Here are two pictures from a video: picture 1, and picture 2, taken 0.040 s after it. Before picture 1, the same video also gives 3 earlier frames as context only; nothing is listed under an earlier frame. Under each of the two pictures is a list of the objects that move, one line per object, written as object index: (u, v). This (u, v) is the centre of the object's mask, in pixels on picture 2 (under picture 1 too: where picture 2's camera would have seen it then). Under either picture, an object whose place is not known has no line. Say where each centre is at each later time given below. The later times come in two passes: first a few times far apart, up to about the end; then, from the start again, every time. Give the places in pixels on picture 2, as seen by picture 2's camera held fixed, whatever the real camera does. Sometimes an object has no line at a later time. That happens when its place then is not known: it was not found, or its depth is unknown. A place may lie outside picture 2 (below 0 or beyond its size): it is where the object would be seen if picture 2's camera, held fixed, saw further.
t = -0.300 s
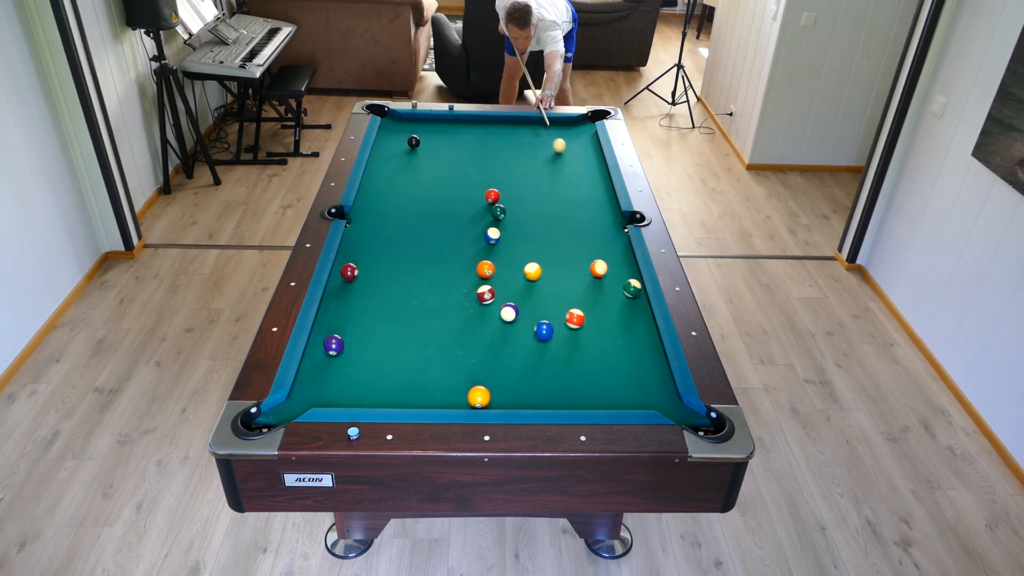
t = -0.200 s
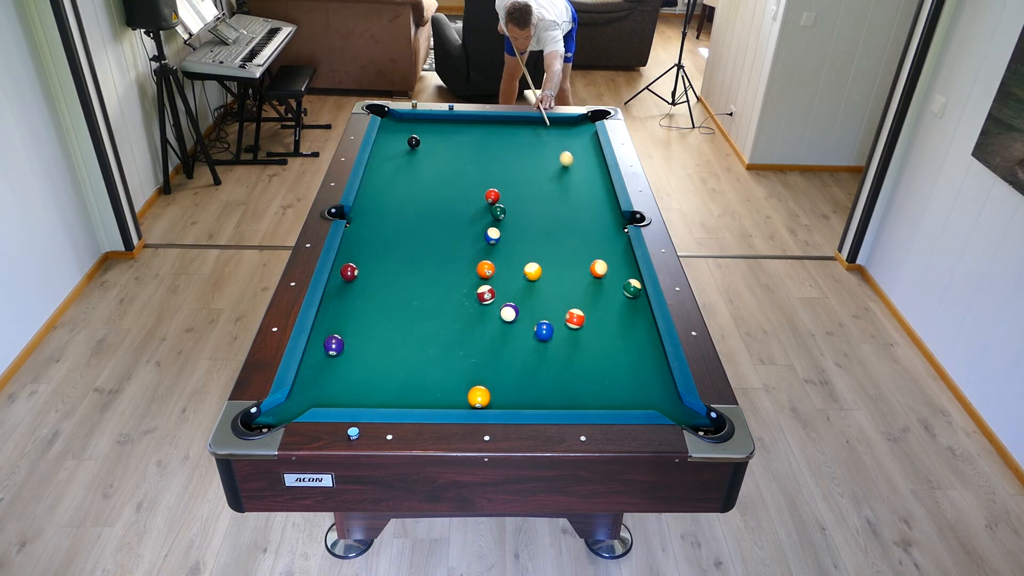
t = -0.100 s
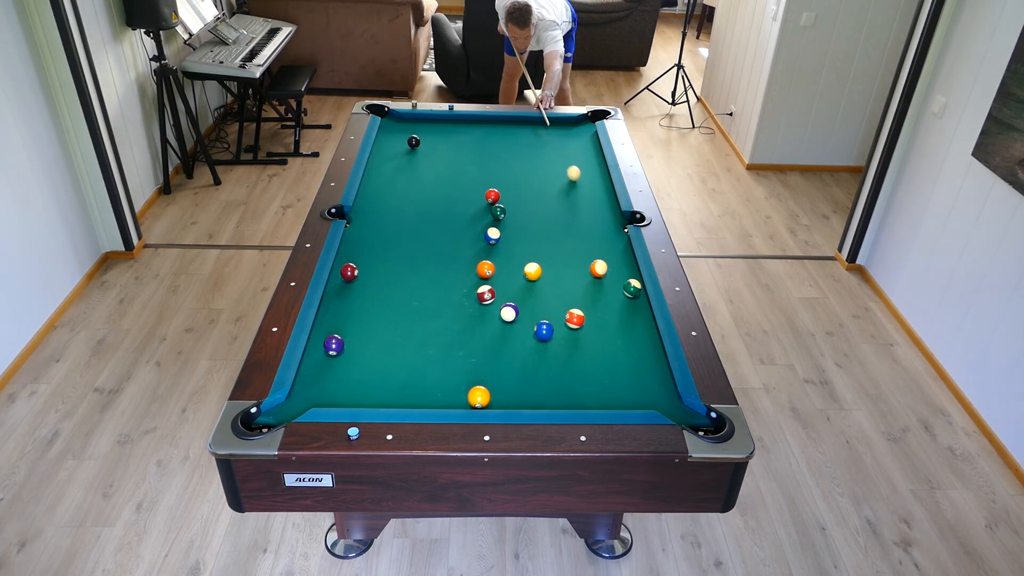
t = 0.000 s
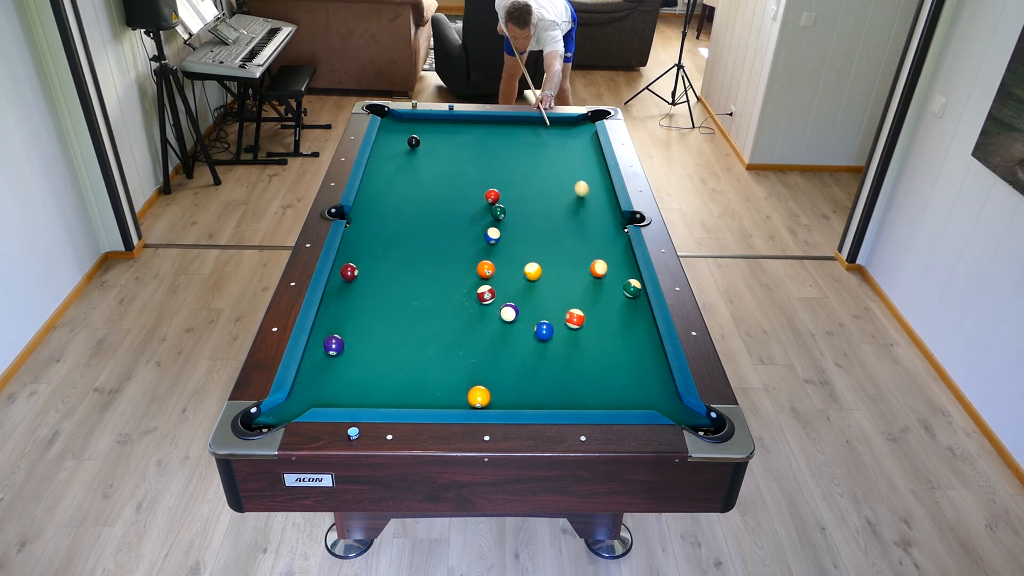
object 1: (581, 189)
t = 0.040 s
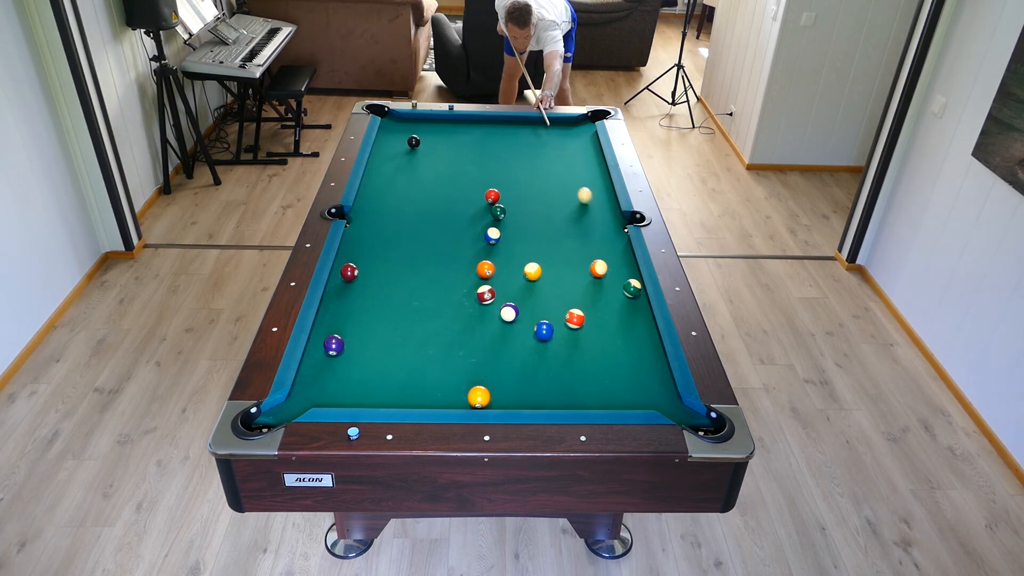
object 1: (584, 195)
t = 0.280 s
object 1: (607, 239)
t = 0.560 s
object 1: (627, 280)
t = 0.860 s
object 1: (634, 298)
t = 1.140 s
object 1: (640, 315)
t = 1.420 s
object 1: (646, 331)
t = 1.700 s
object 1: (649, 337)
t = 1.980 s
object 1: (638, 333)
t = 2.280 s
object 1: (628, 329)
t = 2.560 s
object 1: (620, 326)
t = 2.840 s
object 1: (614, 324)
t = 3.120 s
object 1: (610, 323)
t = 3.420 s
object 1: (607, 323)
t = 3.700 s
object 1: (606, 323)
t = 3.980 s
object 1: (606, 323)
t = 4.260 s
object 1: (606, 323)
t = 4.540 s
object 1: (606, 323)
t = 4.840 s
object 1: (606, 323)
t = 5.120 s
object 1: (606, 323)
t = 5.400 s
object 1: (606, 323)
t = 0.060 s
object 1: (586, 199)
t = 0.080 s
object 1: (588, 202)
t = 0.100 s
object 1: (590, 205)
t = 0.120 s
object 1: (591, 209)
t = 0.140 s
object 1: (593, 212)
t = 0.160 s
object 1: (595, 216)
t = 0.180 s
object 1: (597, 220)
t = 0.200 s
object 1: (599, 223)
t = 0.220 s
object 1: (601, 227)
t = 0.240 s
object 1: (603, 231)
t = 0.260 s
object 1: (605, 235)
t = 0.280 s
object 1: (607, 239)
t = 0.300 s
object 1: (609, 243)
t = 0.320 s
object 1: (611, 247)
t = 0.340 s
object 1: (613, 251)
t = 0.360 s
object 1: (615, 255)
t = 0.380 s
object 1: (617, 260)
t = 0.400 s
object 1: (620, 264)
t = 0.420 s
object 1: (622, 268)
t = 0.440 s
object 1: (624, 272)
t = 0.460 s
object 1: (625, 276)
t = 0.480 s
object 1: (626, 278)
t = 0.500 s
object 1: (626, 279)
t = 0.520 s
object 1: (627, 279)
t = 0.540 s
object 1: (627, 280)
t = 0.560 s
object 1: (627, 280)
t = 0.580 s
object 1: (627, 281)
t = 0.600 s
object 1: (628, 282)
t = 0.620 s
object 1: (628, 283)
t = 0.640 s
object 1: (629, 285)
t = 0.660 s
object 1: (629, 286)
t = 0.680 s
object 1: (630, 287)
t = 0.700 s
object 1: (630, 288)
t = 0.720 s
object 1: (631, 290)
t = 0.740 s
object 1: (631, 291)
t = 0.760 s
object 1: (632, 292)
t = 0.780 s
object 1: (632, 293)
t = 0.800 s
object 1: (633, 294)
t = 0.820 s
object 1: (633, 296)
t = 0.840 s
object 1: (633, 297)
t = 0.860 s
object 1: (634, 298)
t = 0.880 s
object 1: (635, 299)
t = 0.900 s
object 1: (635, 300)
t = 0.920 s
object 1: (635, 302)
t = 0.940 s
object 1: (636, 303)
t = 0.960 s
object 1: (636, 304)
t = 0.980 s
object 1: (637, 305)
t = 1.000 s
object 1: (637, 306)
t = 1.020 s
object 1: (638, 308)
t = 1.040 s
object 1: (638, 309)
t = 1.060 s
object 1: (638, 310)
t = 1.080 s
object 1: (639, 311)
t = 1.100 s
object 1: (639, 312)
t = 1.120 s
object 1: (640, 314)
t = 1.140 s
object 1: (640, 315)
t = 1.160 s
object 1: (641, 316)
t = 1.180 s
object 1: (641, 317)
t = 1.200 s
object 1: (641, 318)
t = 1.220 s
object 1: (642, 320)
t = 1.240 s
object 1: (642, 321)
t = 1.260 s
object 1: (643, 322)
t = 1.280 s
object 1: (643, 323)
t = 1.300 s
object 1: (644, 324)
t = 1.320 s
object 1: (644, 325)
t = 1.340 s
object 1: (645, 326)
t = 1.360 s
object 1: (645, 328)
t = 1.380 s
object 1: (645, 329)
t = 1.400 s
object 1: (646, 330)
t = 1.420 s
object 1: (646, 331)
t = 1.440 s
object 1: (646, 332)
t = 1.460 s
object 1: (647, 333)
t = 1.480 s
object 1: (647, 335)
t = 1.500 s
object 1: (647, 336)
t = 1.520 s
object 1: (648, 337)
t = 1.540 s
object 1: (648, 338)
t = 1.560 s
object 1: (649, 338)
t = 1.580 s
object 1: (650, 338)
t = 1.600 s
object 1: (651, 339)
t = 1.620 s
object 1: (652, 339)
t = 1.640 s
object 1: (652, 338)
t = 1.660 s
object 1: (651, 338)
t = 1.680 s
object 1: (650, 338)
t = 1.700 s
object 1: (649, 337)
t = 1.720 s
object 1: (648, 337)
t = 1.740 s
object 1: (647, 337)
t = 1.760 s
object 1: (646, 337)
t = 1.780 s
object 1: (645, 336)
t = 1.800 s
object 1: (644, 336)
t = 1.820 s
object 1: (644, 336)
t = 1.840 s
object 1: (643, 335)
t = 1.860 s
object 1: (642, 335)
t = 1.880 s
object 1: (641, 335)
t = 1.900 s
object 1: (641, 334)
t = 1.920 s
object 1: (640, 334)
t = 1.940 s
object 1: (639, 334)
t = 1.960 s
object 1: (638, 333)
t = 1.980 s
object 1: (638, 333)
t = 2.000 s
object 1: (637, 333)
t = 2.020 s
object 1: (636, 333)
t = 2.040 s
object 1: (635, 332)
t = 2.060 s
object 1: (635, 332)
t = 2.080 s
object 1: (634, 332)
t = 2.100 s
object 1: (633, 331)
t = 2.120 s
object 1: (633, 331)
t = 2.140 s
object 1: (632, 331)
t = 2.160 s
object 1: (631, 331)
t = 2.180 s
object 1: (631, 330)
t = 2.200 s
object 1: (630, 330)
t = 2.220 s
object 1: (629, 330)
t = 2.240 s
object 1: (629, 330)
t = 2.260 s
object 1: (628, 330)
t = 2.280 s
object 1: (628, 329)
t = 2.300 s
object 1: (627, 329)
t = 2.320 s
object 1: (627, 329)
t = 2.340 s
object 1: (626, 329)
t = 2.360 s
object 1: (625, 328)
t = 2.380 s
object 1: (625, 328)
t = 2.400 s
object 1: (624, 328)
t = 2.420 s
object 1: (624, 328)
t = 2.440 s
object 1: (623, 328)
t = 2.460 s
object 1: (623, 327)
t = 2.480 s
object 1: (622, 327)
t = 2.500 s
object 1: (621, 327)
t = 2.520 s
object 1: (621, 327)
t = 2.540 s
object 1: (621, 327)
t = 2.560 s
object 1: (620, 326)
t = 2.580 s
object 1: (620, 326)
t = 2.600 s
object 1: (619, 326)
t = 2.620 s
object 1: (619, 326)
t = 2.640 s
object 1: (618, 326)
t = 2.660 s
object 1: (618, 326)
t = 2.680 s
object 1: (617, 325)
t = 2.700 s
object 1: (617, 325)
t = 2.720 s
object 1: (616, 325)
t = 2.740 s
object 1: (616, 325)
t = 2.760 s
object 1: (616, 325)
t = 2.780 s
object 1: (615, 325)
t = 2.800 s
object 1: (615, 325)
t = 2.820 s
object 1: (614, 325)
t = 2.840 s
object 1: (614, 324)
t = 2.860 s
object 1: (614, 324)
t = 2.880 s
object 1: (613, 324)
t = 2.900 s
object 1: (613, 324)
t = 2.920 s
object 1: (613, 324)
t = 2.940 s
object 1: (612, 324)
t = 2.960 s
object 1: (612, 324)
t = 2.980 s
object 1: (612, 324)
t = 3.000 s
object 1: (611, 324)
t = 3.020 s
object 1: (611, 324)
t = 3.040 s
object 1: (611, 324)
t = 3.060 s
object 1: (610, 323)
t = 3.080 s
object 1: (610, 323)
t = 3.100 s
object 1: (610, 323)
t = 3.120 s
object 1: (610, 323)
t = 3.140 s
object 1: (609, 323)
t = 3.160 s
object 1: (609, 323)
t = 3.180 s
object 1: (609, 323)
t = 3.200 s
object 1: (609, 323)
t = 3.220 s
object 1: (608, 323)
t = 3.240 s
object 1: (608, 323)
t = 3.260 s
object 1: (608, 323)
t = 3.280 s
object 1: (608, 323)
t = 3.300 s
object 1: (608, 323)
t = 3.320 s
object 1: (607, 323)
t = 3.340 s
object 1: (607, 323)
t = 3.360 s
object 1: (607, 323)
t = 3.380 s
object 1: (607, 323)
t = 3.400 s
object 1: (607, 323)
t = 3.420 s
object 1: (607, 323)
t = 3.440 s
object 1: (607, 323)
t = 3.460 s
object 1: (606, 323)
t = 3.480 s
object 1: (606, 323)
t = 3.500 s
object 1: (606, 323)
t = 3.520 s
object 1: (606, 323)
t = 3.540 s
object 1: (606, 323)
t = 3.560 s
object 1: (606, 323)
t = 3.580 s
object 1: (606, 323)
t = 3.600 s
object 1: (606, 323)
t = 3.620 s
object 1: (606, 323)
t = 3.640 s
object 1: (606, 323)
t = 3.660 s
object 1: (606, 323)
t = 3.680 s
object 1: (606, 323)
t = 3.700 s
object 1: (606, 323)
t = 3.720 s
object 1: (606, 323)
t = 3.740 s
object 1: (606, 323)
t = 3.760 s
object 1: (606, 323)
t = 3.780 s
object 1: (606, 323)
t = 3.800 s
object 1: (606, 323)
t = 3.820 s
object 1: (606, 323)
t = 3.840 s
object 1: (606, 323)
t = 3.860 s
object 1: (606, 323)
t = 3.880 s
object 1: (606, 323)
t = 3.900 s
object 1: (606, 323)
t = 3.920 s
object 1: (606, 323)
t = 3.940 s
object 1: (606, 323)
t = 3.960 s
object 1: (606, 323)
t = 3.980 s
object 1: (606, 323)
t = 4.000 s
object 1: (606, 323)
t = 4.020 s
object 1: (606, 323)
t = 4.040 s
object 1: (606, 323)
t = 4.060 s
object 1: (606, 323)
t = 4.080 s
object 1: (606, 323)
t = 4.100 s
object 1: (606, 323)
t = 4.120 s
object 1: (606, 323)
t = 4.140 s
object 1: (606, 323)
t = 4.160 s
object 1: (606, 323)
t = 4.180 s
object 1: (606, 323)
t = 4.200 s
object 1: (606, 323)
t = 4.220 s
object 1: (606, 323)
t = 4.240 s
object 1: (606, 323)
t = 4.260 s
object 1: (606, 323)
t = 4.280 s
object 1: (606, 323)
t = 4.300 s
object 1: (606, 323)
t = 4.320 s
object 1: (606, 323)
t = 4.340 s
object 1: (606, 323)
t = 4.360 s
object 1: (606, 323)
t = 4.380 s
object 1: (606, 323)
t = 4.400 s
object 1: (606, 323)
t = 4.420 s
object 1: (606, 323)
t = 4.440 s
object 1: (606, 323)
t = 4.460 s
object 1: (606, 323)
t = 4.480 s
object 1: (606, 323)
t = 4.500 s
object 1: (606, 323)
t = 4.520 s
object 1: (606, 323)
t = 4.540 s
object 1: (606, 323)
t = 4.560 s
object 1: (606, 323)
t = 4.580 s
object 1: (606, 323)
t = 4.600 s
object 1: (606, 323)
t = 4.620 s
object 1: (606, 323)
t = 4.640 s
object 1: (606, 323)
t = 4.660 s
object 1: (606, 323)
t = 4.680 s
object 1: (606, 323)
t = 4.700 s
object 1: (606, 323)
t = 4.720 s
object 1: (606, 323)
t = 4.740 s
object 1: (606, 323)
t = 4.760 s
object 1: (606, 323)
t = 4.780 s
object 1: (606, 323)
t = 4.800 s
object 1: (606, 323)
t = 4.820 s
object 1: (606, 323)
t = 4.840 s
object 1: (606, 323)
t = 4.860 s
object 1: (606, 323)
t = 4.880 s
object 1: (606, 323)
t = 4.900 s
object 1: (606, 323)
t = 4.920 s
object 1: (606, 323)
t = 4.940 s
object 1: (606, 323)
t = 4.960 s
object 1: (606, 323)
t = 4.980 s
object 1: (606, 323)
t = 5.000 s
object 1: (606, 323)
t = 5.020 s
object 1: (606, 323)
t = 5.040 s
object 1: (606, 323)
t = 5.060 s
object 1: (606, 323)
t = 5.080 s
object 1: (606, 323)
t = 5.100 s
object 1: (606, 323)
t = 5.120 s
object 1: (606, 323)
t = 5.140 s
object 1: (606, 323)
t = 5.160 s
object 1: (606, 323)
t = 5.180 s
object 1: (606, 323)
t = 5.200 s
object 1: (606, 323)
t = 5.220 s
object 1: (606, 323)
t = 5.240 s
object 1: (606, 323)
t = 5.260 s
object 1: (606, 323)
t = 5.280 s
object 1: (606, 323)
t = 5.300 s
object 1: (606, 323)
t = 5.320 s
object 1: (606, 323)
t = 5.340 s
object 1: (606, 323)
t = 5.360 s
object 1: (606, 323)
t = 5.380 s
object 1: (606, 323)
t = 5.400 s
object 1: (606, 323)
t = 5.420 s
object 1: (606, 323)
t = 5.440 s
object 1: (606, 323)
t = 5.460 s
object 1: (606, 323)
